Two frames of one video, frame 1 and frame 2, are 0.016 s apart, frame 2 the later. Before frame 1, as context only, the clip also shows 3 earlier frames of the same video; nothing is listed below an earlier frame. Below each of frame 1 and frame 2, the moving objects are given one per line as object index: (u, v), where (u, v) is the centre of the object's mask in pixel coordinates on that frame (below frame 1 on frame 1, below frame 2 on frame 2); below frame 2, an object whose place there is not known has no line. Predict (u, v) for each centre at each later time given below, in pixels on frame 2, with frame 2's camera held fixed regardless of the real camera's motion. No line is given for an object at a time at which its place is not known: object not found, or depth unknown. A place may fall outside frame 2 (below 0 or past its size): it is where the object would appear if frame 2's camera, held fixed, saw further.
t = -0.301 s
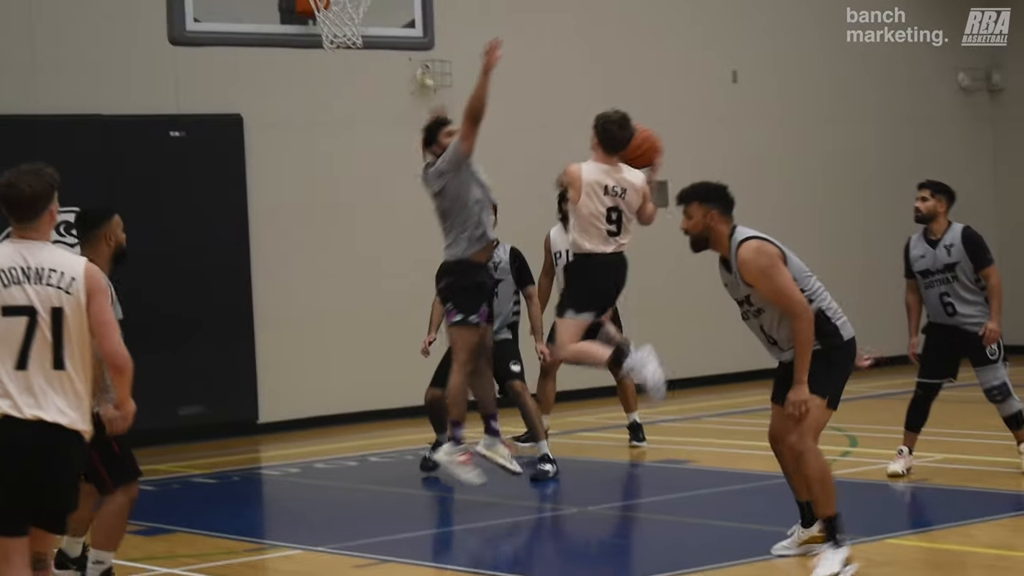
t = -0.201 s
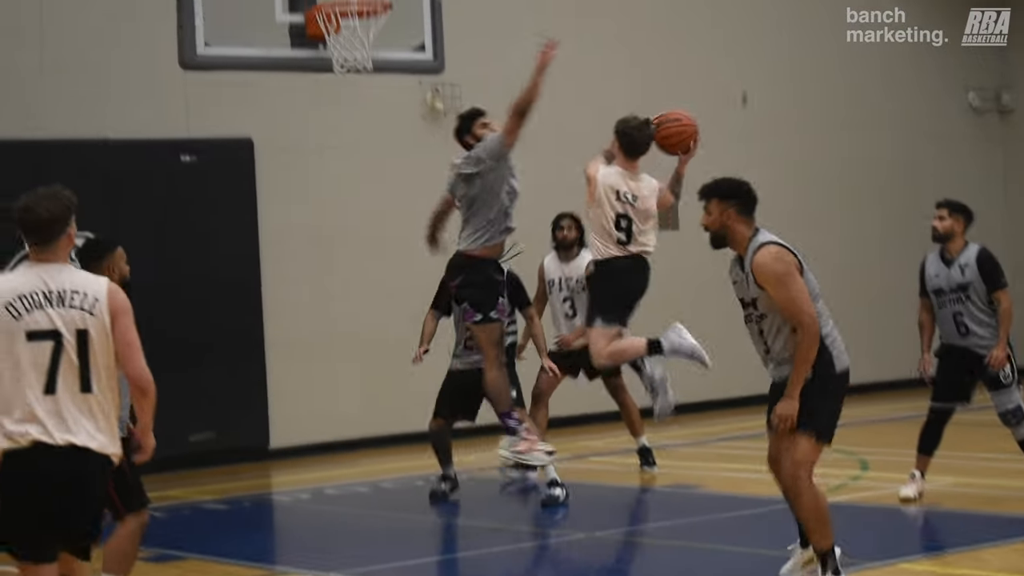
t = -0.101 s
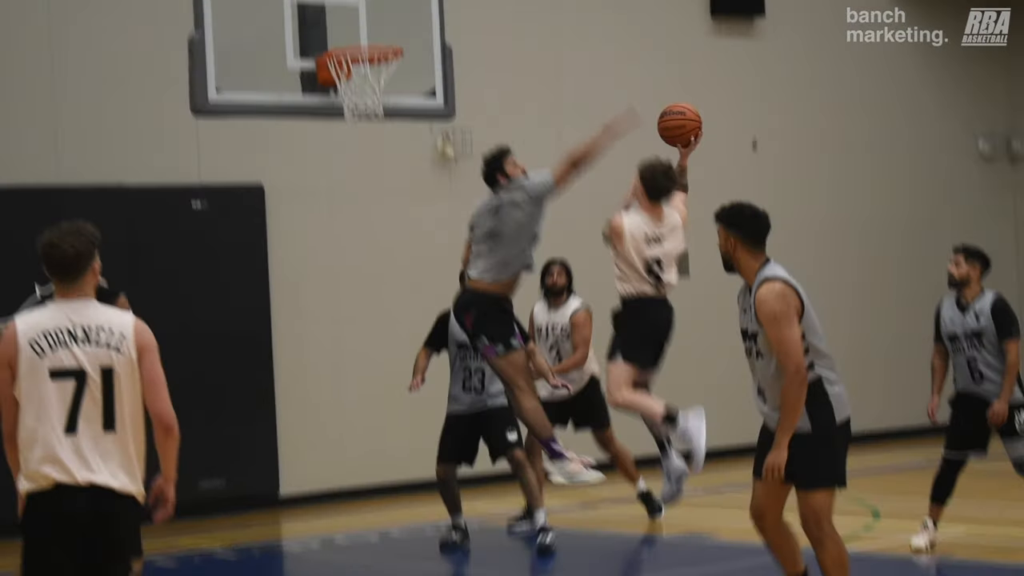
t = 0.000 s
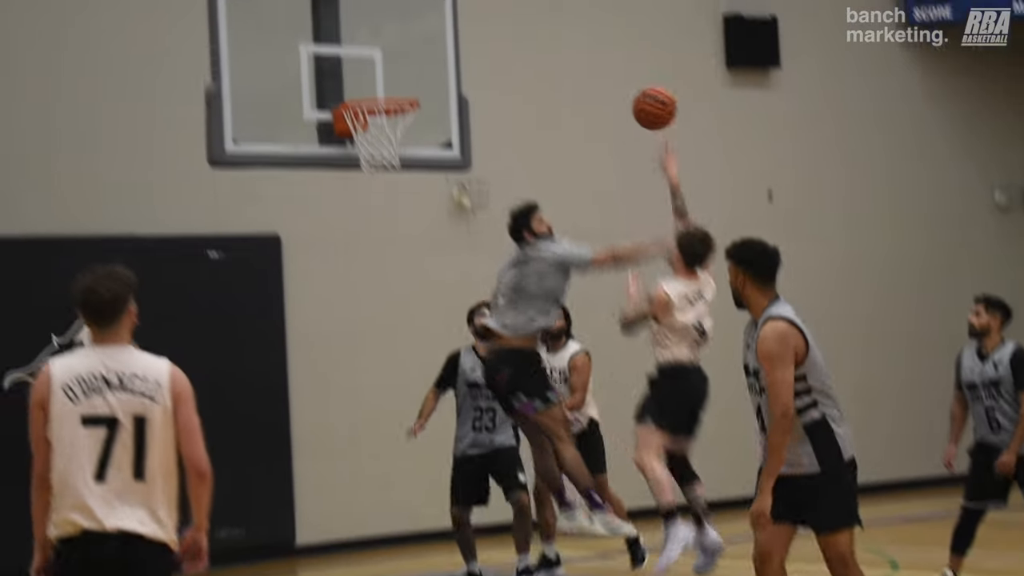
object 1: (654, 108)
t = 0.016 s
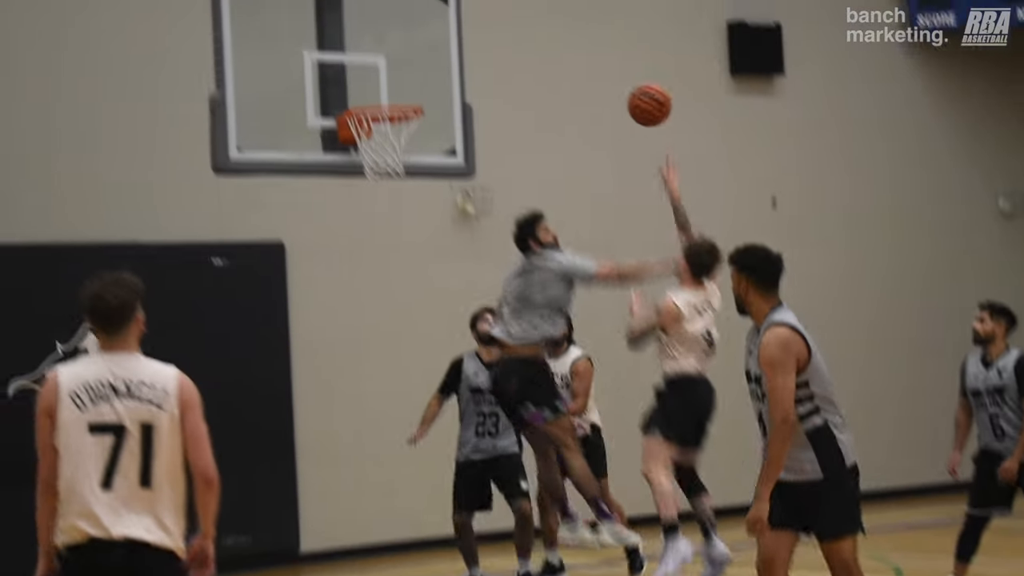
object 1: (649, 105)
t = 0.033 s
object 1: (640, 94)
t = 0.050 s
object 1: (631, 85)
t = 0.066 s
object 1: (622, 76)
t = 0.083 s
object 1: (614, 68)
